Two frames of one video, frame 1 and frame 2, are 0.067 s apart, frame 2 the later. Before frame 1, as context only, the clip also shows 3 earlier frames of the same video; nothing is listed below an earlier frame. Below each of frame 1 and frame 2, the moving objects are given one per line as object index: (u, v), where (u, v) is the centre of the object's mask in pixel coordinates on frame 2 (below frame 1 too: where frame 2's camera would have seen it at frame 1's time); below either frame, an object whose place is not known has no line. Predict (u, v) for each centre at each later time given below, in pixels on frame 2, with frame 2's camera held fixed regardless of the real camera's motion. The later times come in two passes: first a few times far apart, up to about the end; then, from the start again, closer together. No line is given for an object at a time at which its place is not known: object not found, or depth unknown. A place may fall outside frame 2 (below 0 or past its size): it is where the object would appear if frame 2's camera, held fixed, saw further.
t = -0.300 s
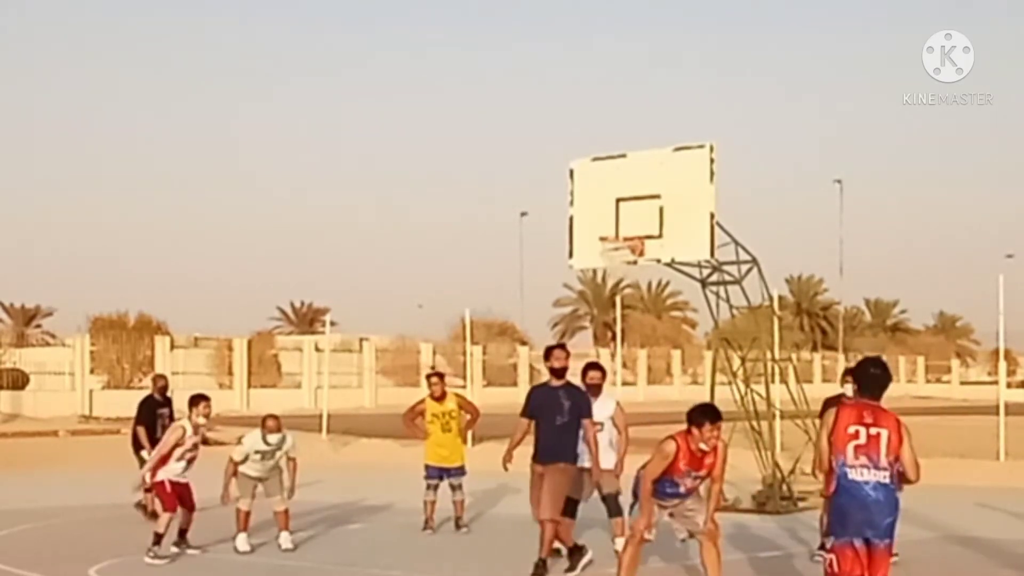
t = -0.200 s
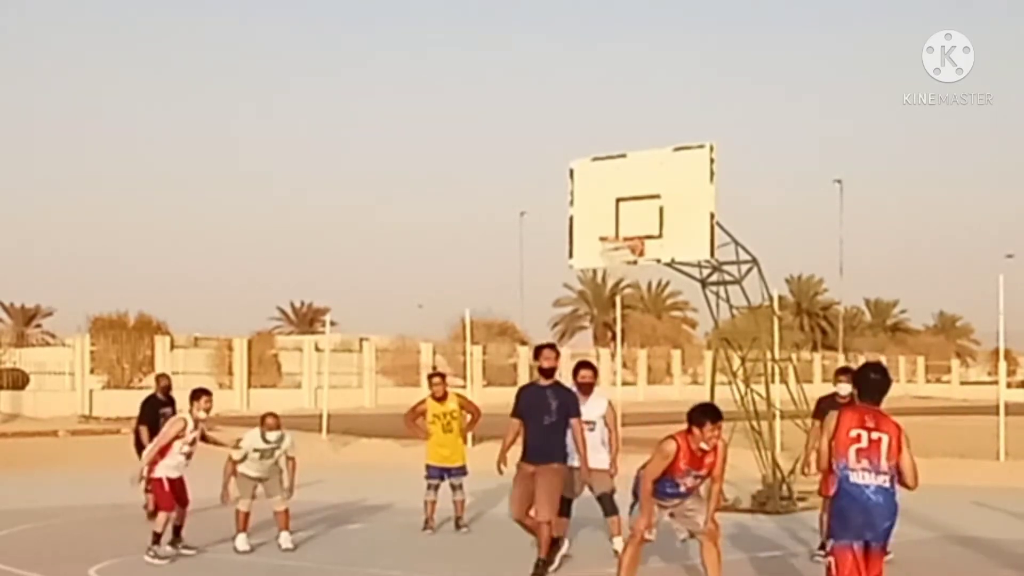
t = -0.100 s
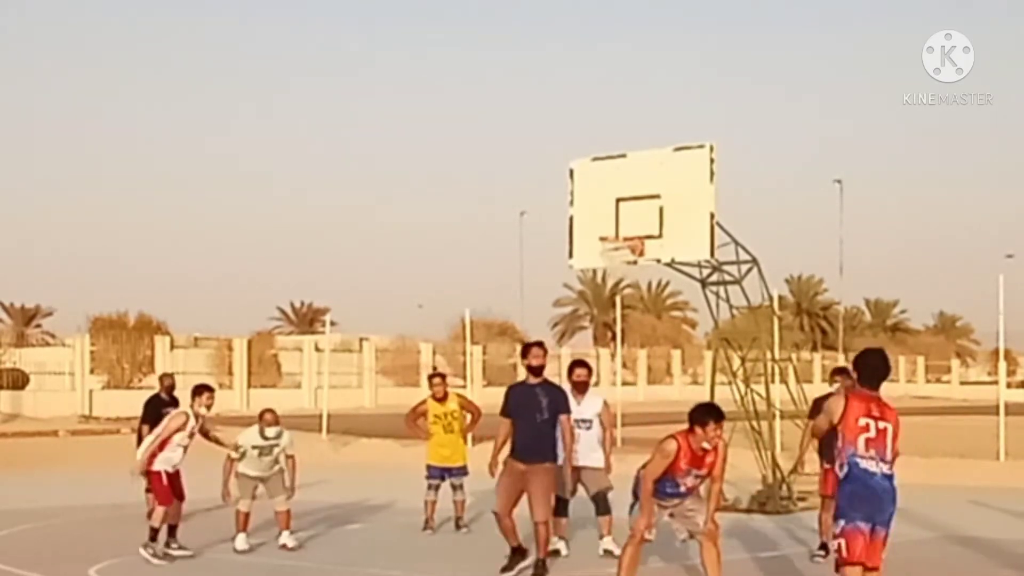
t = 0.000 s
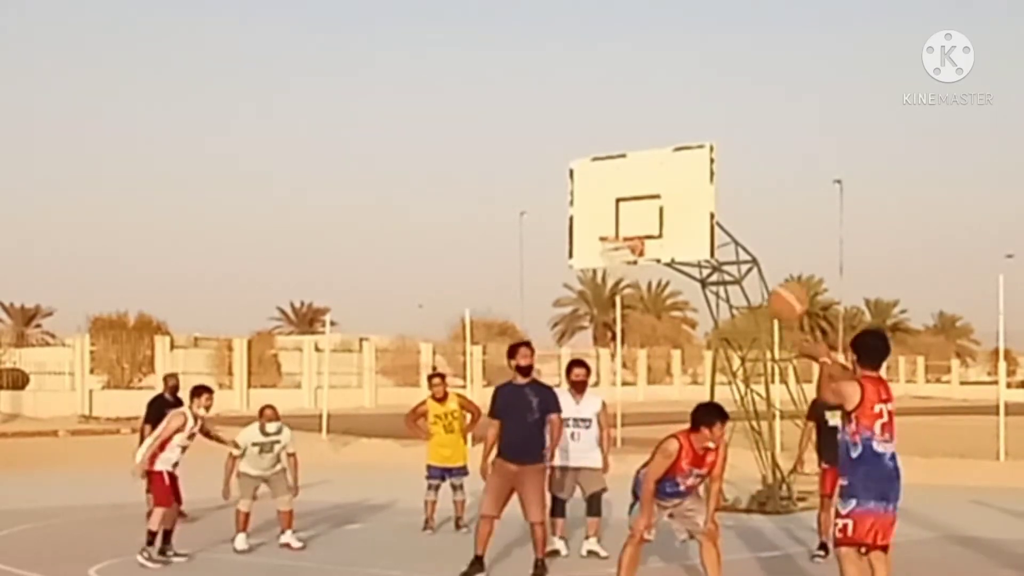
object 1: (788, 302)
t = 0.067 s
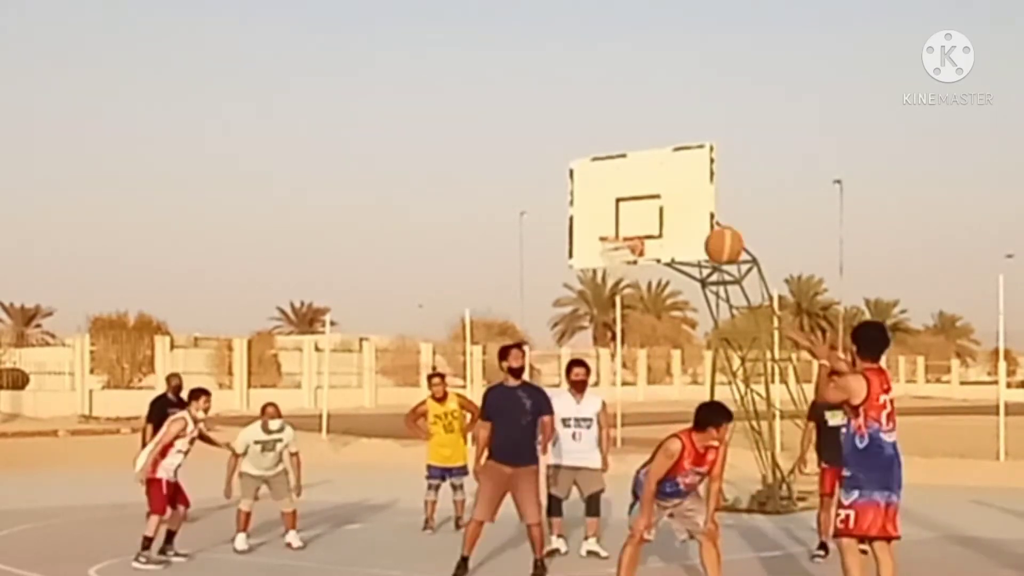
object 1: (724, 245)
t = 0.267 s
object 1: (567, 142)
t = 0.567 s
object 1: (396, 113)
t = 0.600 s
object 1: (380, 117)
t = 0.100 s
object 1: (695, 221)
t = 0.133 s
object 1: (666, 201)
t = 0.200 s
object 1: (614, 167)
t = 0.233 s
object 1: (590, 153)
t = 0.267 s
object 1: (567, 142)
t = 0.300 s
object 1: (544, 132)
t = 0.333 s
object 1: (523, 125)
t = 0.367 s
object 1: (503, 118)
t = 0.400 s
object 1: (483, 114)
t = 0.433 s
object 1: (464, 111)
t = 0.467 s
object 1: (446, 110)
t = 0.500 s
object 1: (429, 110)
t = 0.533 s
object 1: (412, 111)
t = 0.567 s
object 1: (396, 113)
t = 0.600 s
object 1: (380, 117)
